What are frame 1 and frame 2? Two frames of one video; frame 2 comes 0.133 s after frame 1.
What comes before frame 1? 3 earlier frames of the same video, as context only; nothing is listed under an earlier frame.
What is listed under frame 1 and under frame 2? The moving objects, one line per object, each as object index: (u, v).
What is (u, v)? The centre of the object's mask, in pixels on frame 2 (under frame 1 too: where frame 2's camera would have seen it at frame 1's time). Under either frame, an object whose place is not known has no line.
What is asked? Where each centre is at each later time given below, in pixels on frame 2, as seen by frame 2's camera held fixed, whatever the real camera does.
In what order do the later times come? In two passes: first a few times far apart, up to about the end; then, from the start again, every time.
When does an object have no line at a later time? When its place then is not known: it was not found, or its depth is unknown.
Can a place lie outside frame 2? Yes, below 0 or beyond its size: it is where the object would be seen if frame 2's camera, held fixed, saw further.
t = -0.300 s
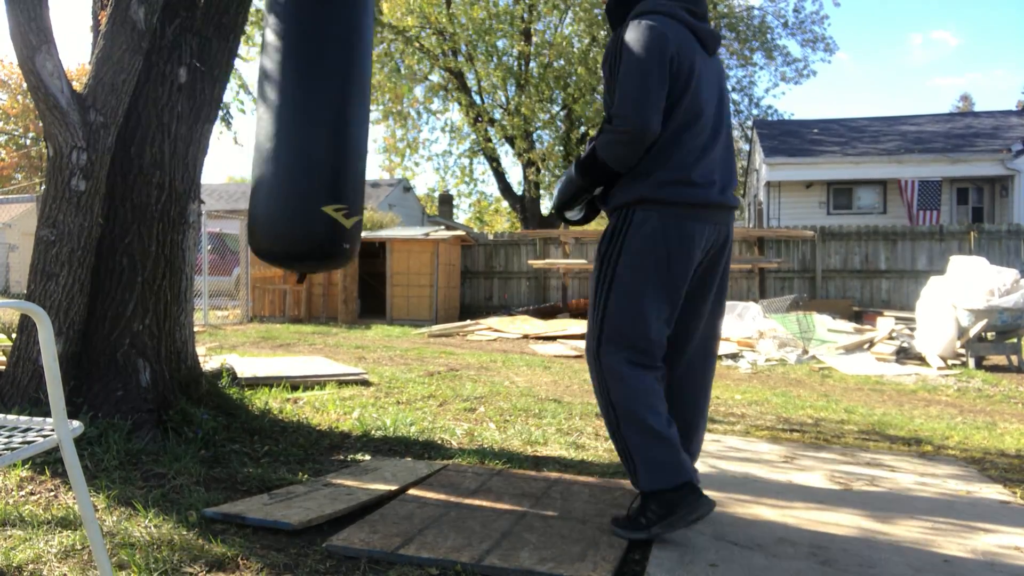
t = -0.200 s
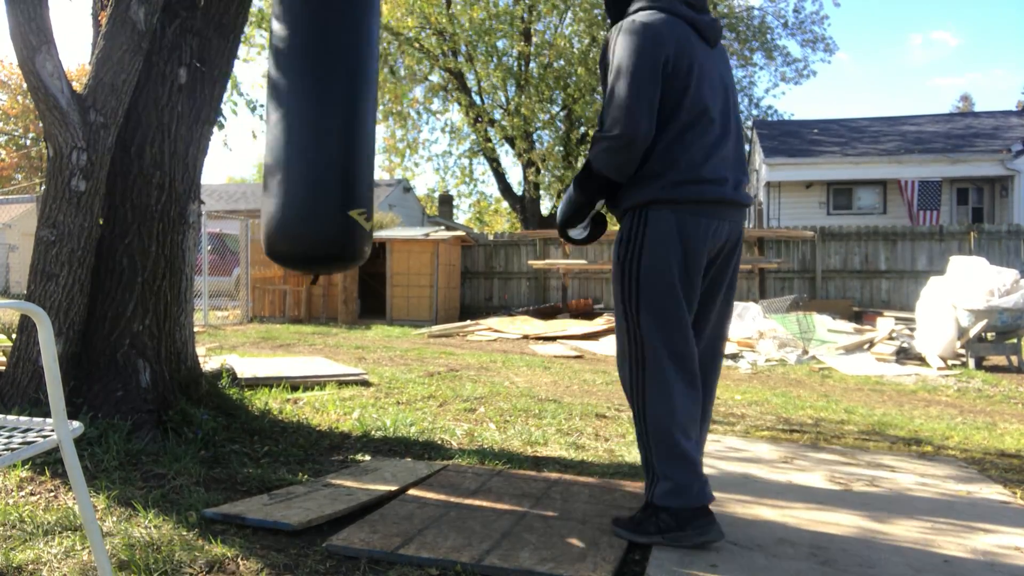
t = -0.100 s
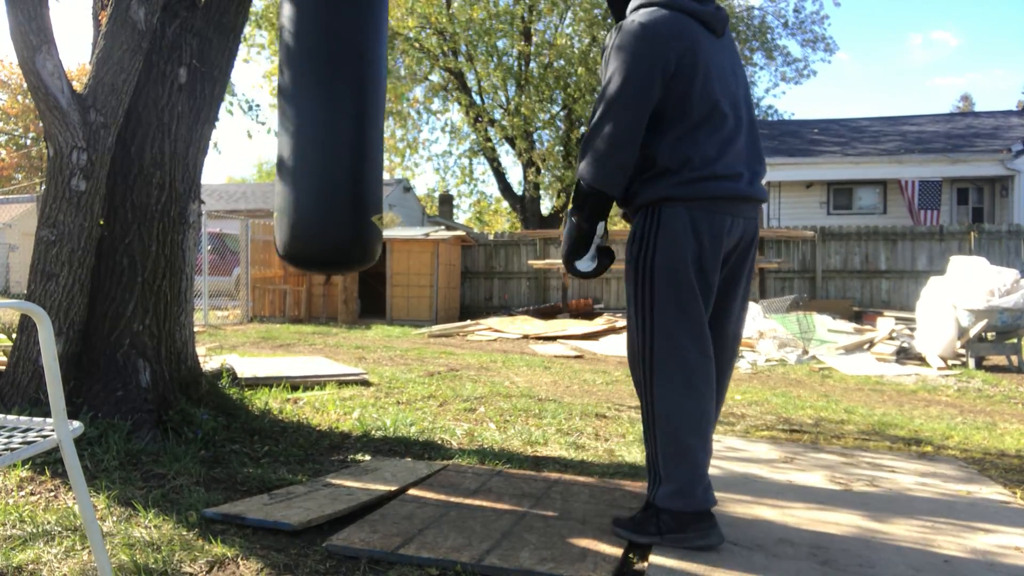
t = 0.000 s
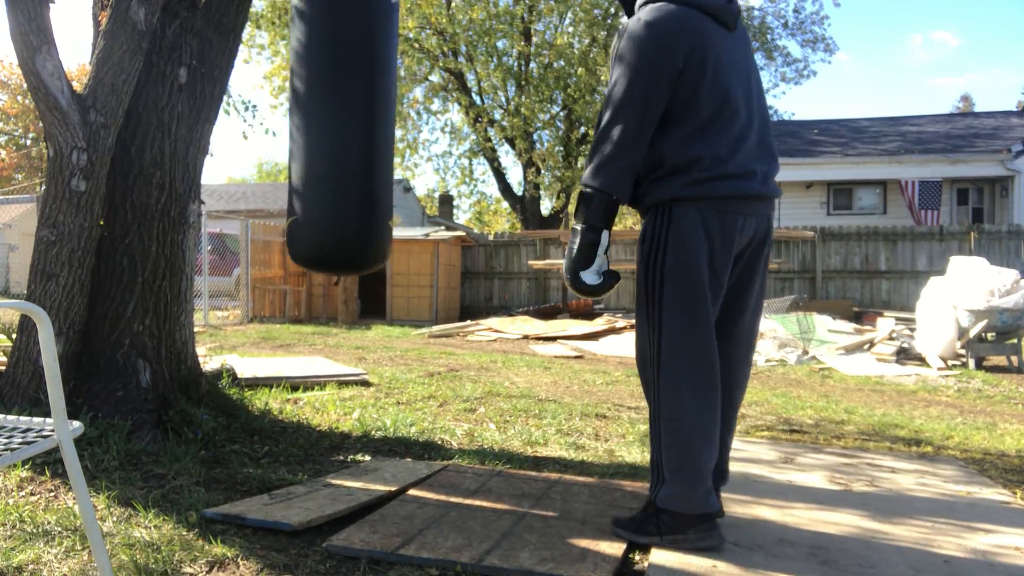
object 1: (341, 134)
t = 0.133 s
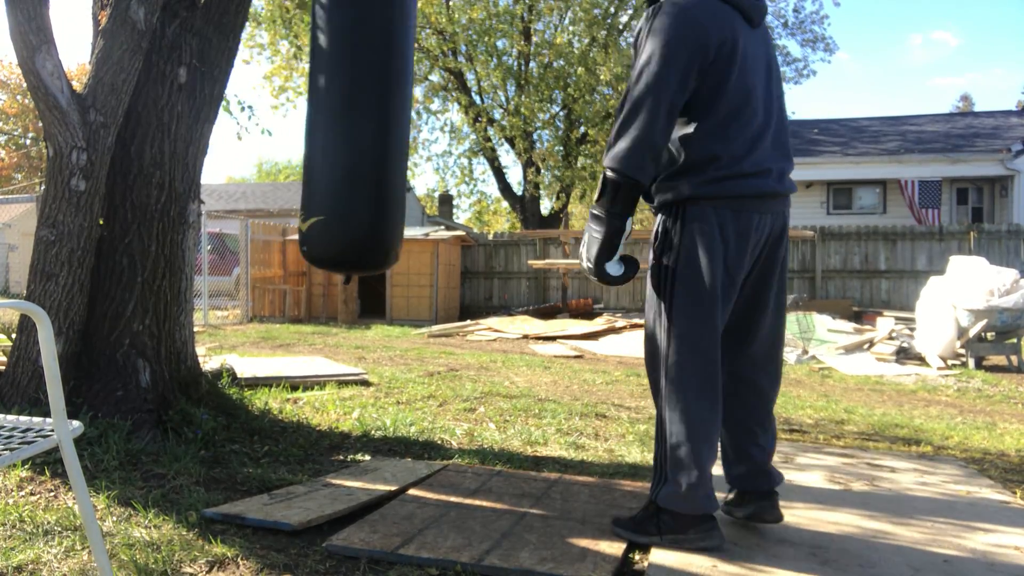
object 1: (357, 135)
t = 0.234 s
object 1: (370, 135)
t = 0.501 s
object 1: (403, 135)
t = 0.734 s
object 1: (427, 133)
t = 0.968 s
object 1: (446, 133)
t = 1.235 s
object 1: (458, 134)
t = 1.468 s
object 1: (457, 135)
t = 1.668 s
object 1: (449, 135)
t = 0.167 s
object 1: (362, 135)
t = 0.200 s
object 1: (366, 135)
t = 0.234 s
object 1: (370, 135)
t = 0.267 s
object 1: (374, 135)
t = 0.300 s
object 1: (379, 136)
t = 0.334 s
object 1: (383, 136)
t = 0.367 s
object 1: (387, 135)
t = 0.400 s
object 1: (391, 136)
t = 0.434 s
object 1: (396, 135)
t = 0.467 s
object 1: (399, 135)
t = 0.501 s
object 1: (403, 135)
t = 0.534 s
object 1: (407, 134)
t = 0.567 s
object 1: (411, 134)
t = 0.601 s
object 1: (414, 134)
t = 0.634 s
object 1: (418, 134)
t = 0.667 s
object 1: (421, 133)
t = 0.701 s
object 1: (425, 133)
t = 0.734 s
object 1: (427, 133)
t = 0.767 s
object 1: (431, 134)
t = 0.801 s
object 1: (433, 134)
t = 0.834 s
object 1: (436, 133)
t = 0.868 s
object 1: (438, 133)
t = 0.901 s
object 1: (441, 133)
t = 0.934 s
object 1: (443, 133)
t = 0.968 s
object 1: (446, 133)
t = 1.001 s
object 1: (448, 132)
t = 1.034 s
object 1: (450, 132)
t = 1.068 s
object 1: (452, 133)
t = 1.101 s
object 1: (453, 133)
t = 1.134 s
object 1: (455, 133)
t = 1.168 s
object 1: (456, 134)
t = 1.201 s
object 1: (457, 134)
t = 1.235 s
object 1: (458, 134)
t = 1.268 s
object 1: (458, 134)
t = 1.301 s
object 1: (459, 134)
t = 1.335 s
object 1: (459, 134)
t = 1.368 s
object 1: (459, 135)
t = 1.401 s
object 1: (459, 135)
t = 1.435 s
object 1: (458, 135)
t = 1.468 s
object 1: (457, 135)
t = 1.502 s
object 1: (456, 135)
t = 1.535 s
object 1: (455, 135)
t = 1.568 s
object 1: (454, 136)
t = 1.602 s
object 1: (452, 136)
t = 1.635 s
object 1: (451, 135)
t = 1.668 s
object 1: (449, 135)
